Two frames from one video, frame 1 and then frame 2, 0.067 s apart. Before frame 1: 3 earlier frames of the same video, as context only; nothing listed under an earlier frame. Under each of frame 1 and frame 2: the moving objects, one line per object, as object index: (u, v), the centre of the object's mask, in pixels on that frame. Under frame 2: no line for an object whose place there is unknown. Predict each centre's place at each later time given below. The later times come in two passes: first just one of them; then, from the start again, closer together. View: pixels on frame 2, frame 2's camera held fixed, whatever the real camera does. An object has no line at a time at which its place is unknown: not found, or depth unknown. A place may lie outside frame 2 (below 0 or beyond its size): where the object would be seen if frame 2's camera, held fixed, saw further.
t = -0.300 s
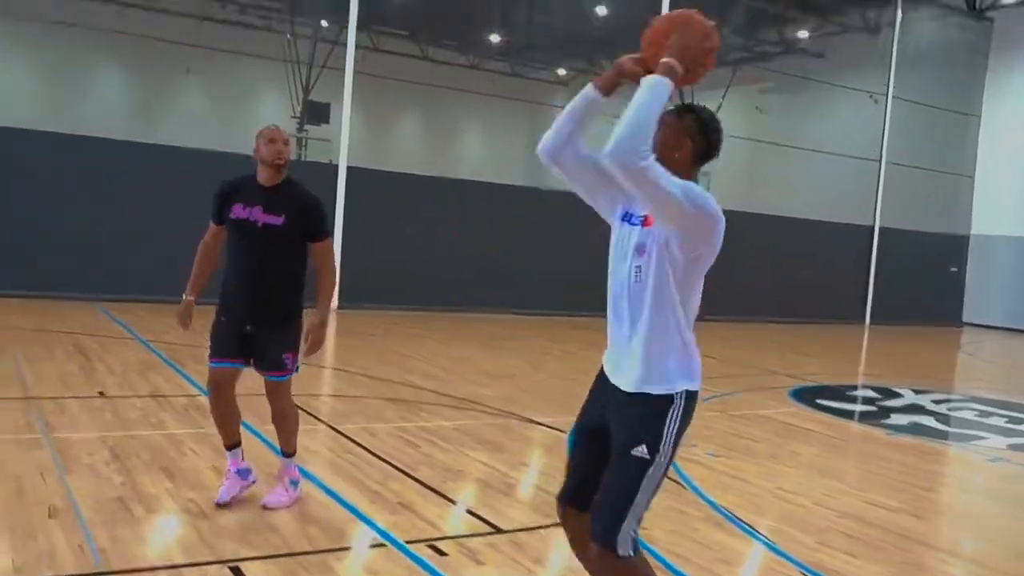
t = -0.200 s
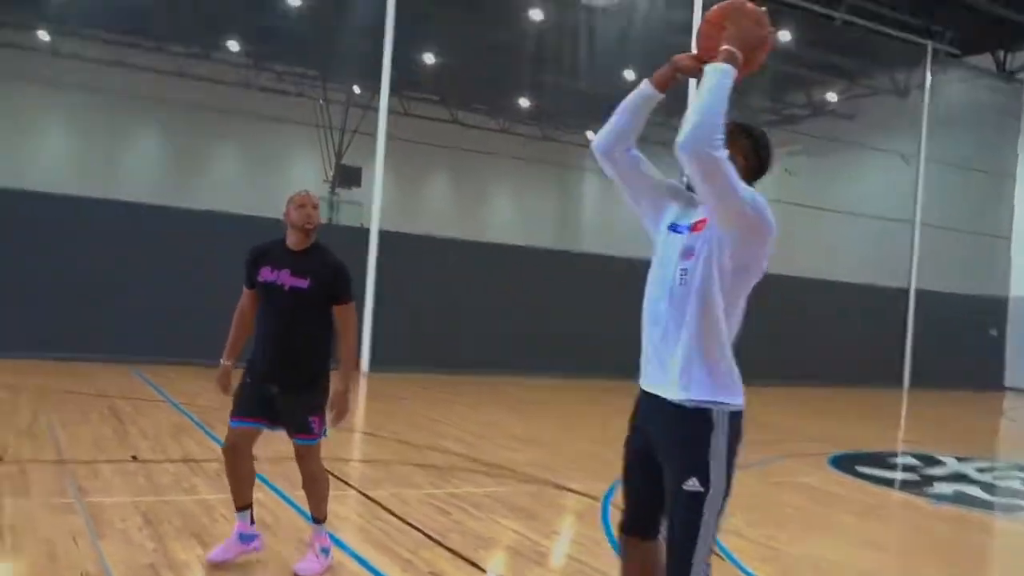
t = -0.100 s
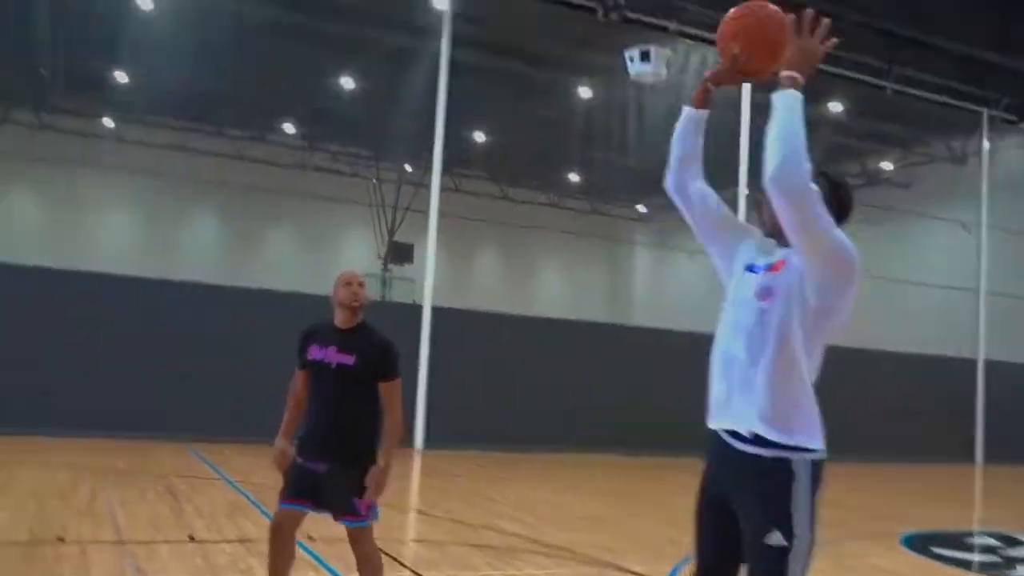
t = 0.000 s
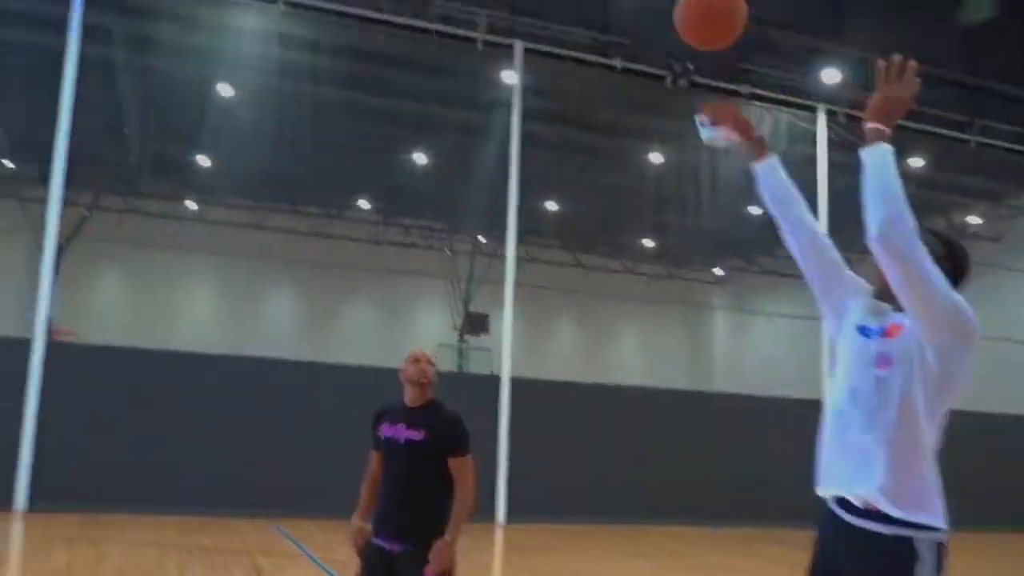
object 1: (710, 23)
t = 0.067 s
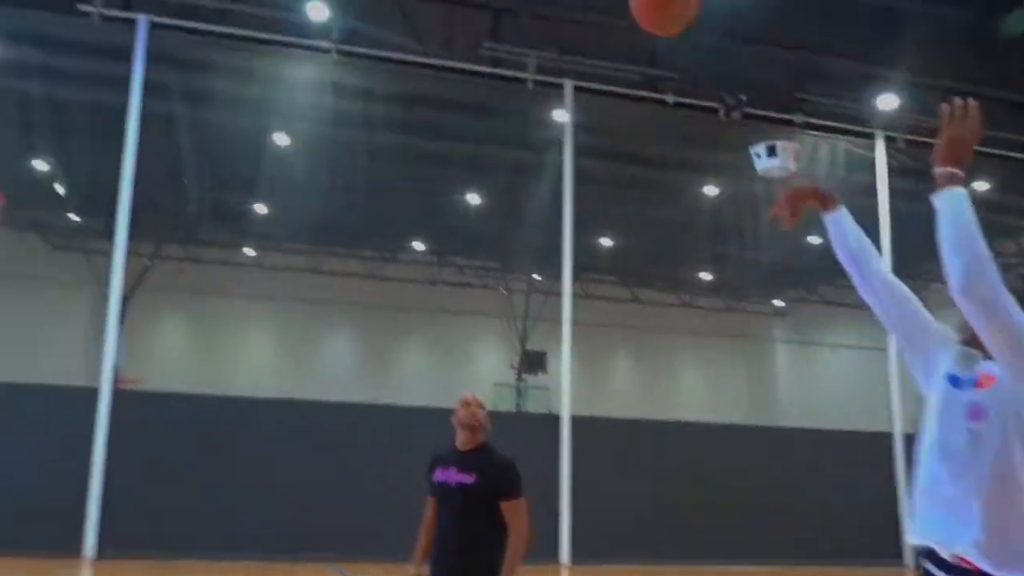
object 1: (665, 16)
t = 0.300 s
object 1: (399, -53)
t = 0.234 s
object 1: (466, -47)
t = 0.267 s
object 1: (432, -51)
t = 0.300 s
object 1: (399, -53)
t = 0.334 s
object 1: (369, -53)
